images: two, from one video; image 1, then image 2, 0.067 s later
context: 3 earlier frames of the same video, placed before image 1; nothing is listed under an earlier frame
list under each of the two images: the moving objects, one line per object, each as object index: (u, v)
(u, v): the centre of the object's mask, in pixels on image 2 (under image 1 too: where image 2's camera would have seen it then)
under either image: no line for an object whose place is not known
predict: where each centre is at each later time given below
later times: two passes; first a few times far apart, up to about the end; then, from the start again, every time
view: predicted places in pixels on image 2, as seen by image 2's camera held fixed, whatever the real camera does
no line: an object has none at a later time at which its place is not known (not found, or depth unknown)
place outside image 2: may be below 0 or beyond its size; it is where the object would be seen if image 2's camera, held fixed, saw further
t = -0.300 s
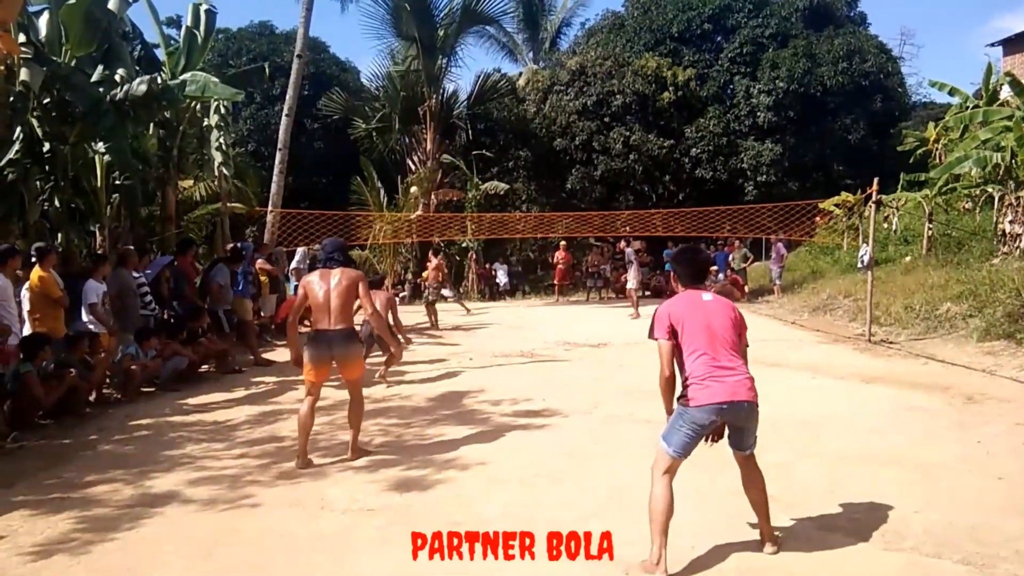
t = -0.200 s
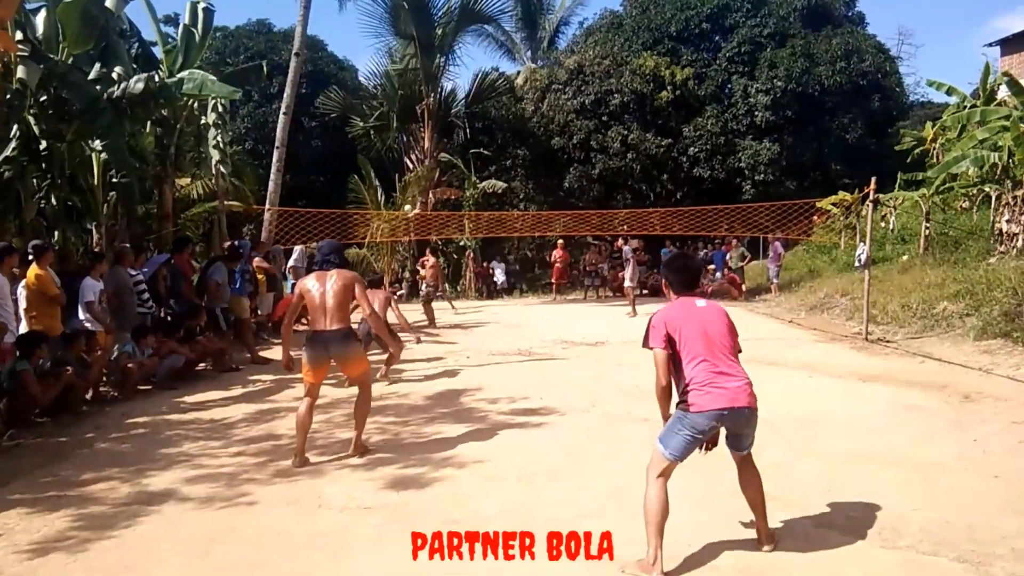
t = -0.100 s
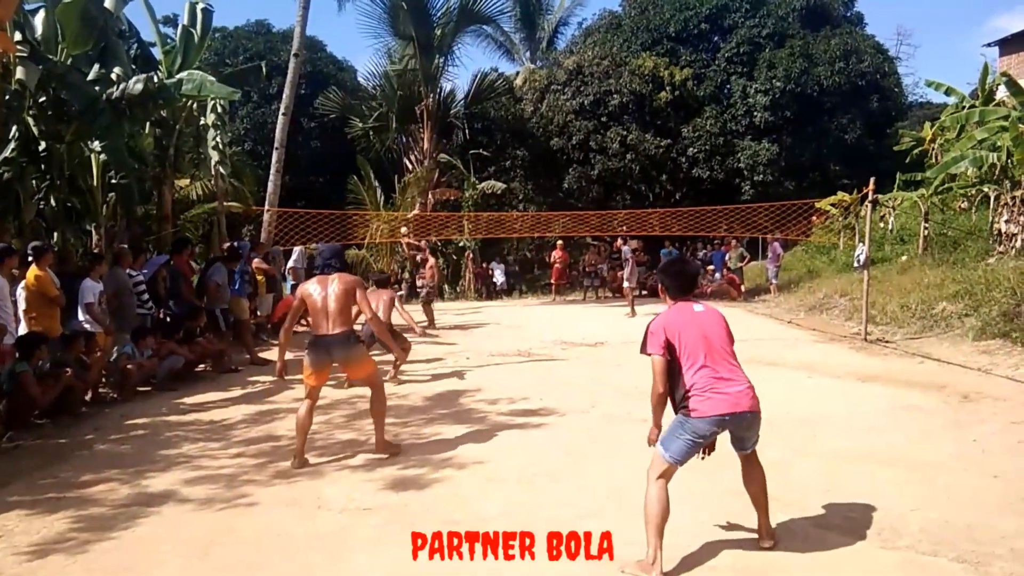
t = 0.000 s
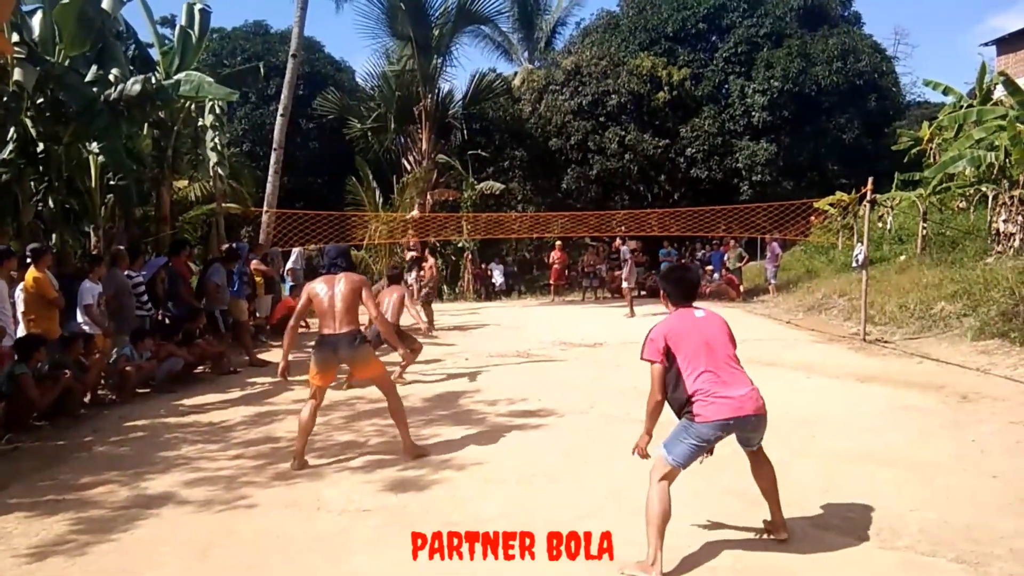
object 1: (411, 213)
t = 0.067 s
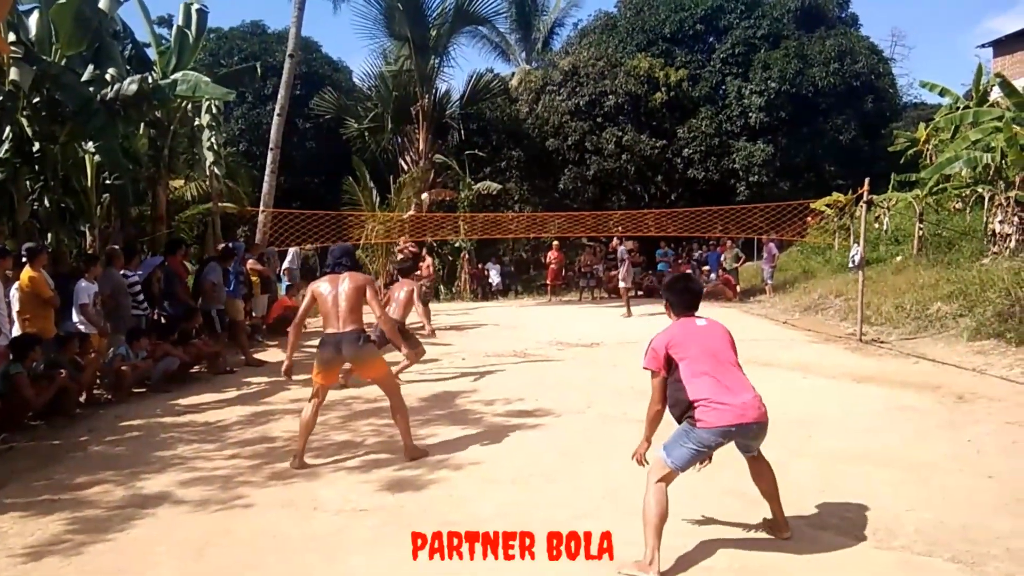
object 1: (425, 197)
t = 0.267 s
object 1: (471, 153)
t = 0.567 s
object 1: (583, 111)
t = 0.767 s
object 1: (710, 118)
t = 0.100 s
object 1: (432, 189)
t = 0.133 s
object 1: (439, 181)
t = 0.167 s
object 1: (446, 174)
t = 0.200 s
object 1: (454, 166)
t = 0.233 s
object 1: (463, 159)
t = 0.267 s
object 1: (471, 153)
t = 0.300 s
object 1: (481, 147)
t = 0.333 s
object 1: (491, 140)
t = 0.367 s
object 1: (502, 134)
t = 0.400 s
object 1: (513, 129)
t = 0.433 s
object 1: (525, 124)
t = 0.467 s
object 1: (538, 120)
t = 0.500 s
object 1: (553, 116)
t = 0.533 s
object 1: (567, 113)
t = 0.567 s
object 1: (583, 111)
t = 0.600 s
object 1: (601, 109)
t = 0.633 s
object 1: (619, 108)
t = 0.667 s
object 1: (639, 109)
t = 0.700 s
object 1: (661, 110)
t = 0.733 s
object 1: (685, 113)
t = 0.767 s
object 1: (710, 118)
